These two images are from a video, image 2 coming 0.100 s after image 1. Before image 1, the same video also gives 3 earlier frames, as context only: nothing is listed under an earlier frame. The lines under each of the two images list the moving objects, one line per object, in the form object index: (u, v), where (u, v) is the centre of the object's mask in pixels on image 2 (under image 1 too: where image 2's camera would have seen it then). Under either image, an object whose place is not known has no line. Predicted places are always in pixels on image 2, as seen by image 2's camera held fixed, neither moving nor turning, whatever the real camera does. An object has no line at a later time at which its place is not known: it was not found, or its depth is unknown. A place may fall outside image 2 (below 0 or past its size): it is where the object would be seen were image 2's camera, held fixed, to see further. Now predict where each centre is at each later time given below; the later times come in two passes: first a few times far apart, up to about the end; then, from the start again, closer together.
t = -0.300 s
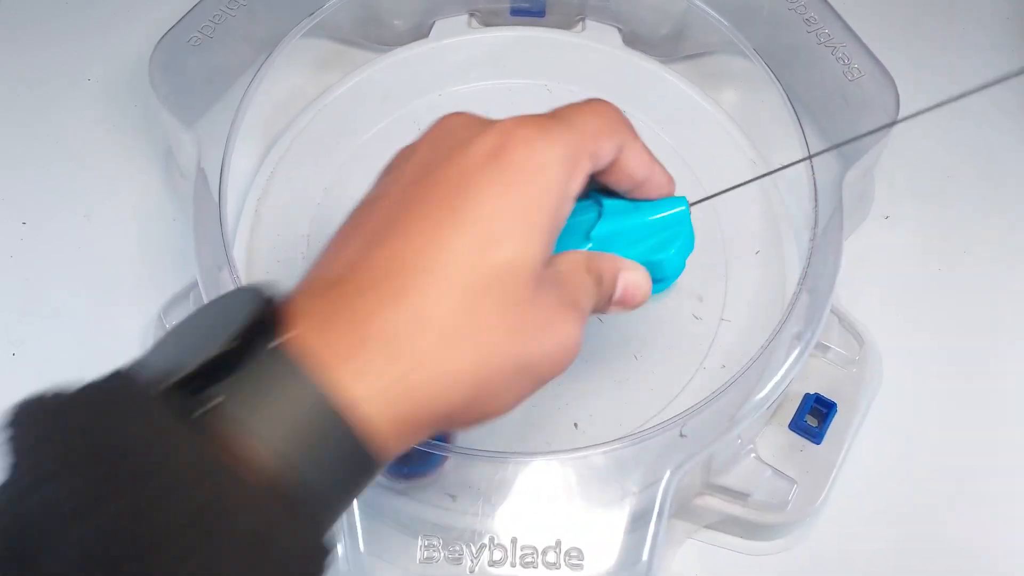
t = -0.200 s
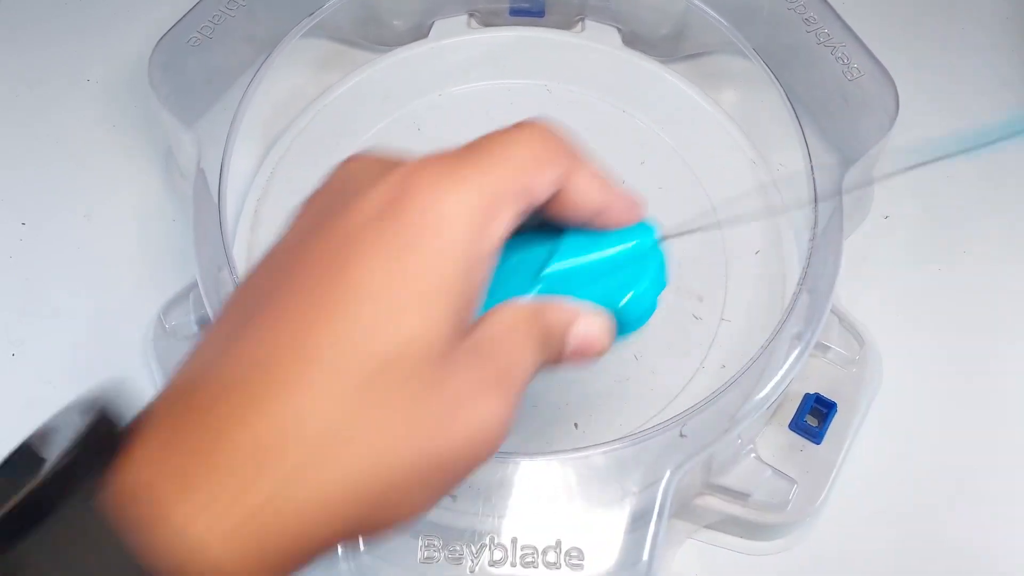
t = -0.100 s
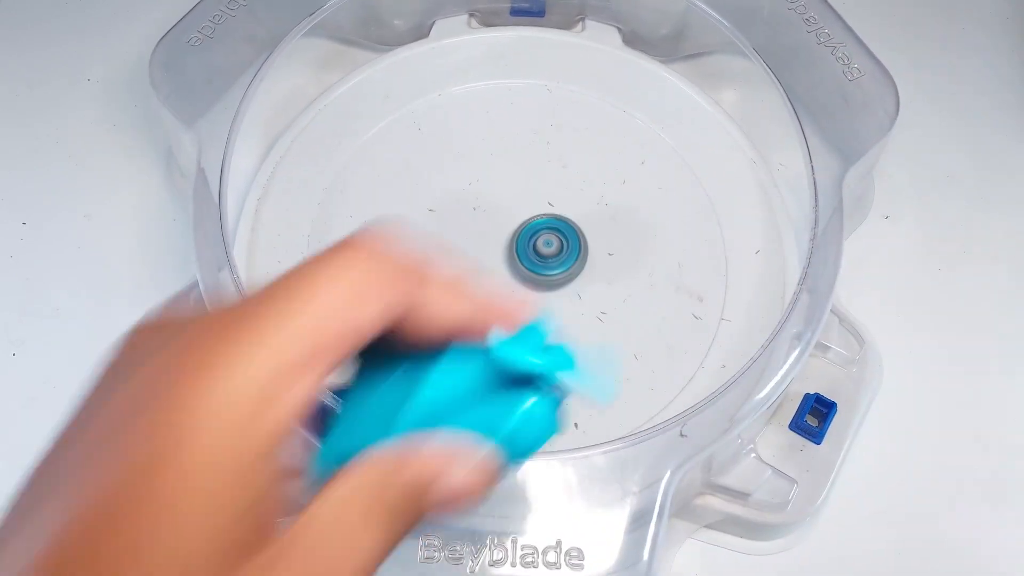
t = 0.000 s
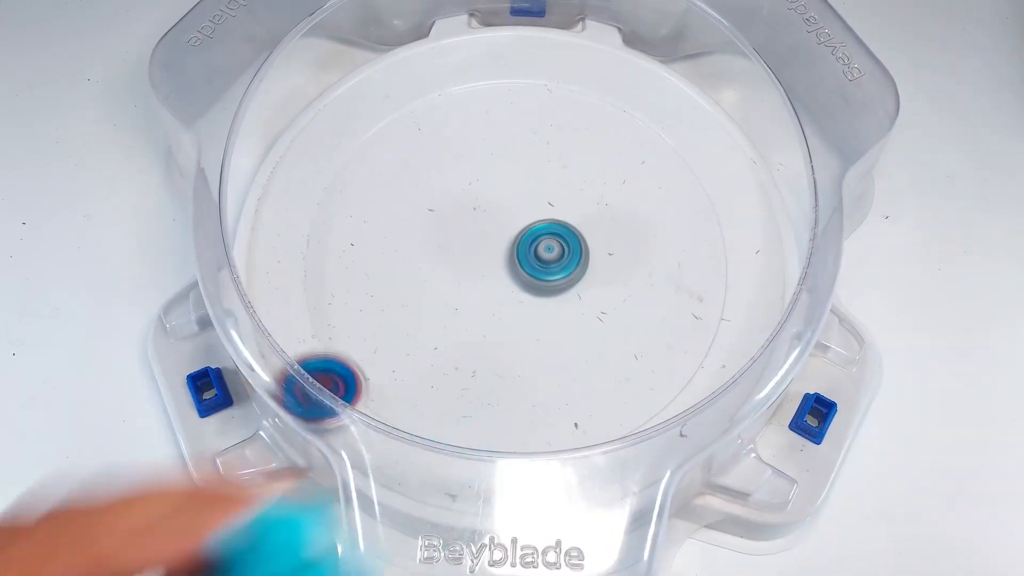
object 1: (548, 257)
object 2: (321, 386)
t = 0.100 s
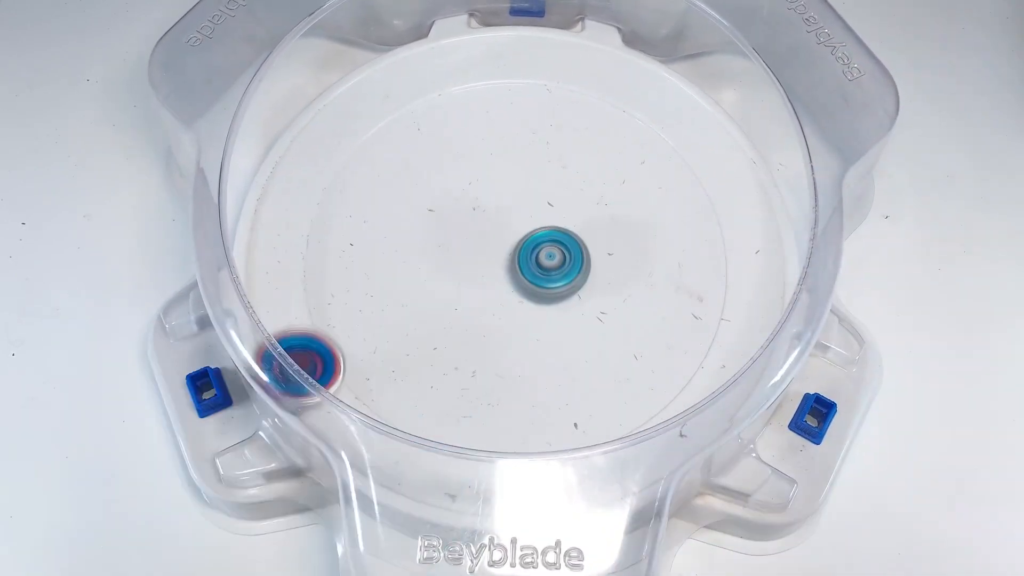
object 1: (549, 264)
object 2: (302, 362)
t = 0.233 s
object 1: (548, 273)
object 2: (291, 316)
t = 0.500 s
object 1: (552, 286)
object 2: (270, 253)
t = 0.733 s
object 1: (542, 288)
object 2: (300, 222)
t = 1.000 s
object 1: (520, 294)
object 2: (464, 229)
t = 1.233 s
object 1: (507, 300)
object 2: (478, 80)
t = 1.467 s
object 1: (504, 295)
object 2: (430, 208)
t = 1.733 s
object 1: (606, 409)
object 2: (447, 94)
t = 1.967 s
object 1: (615, 320)
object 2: (424, 119)
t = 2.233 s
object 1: (571, 266)
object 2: (549, 162)
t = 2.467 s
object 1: (527, 257)
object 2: (563, 84)
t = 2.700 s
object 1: (479, 336)
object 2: (555, 158)
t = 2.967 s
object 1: (496, 357)
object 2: (594, 140)
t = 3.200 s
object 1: (522, 320)
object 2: (588, 221)
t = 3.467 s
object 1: (512, 282)
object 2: (686, 260)
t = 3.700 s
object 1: (494, 265)
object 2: (619, 225)
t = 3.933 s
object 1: (426, 248)
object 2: (583, 324)
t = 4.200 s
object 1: (434, 259)
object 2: (675, 359)
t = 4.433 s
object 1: (459, 258)
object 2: (543, 274)
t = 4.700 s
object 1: (417, 228)
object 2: (542, 361)
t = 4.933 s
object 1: (453, 243)
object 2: (562, 322)
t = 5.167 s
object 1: (462, 214)
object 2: (550, 324)
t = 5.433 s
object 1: (495, 225)
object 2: (550, 291)
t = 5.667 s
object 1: (511, 224)
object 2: (545, 326)
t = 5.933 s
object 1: (521, 200)
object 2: (550, 344)
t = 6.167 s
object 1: (517, 183)
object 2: (595, 341)
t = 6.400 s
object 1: (504, 198)
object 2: (510, 294)
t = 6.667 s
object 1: (497, 218)
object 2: (482, 378)
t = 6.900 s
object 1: (495, 242)
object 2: (532, 307)
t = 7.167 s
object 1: (485, 240)
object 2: (542, 295)
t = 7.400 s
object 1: (468, 238)
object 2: (551, 304)
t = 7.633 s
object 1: (457, 238)
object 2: (543, 299)
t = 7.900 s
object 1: (454, 239)
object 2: (535, 294)
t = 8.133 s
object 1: (457, 236)
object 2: (534, 294)
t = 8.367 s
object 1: (476, 236)
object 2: (534, 286)
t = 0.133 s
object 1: (550, 267)
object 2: (301, 353)
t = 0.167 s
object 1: (549, 269)
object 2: (296, 343)
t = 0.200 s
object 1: (549, 271)
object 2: (293, 329)
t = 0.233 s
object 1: (548, 273)
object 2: (291, 316)
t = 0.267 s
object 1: (548, 274)
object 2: (287, 306)
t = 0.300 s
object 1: (547, 275)
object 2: (283, 298)
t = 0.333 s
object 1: (548, 275)
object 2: (278, 292)
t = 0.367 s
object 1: (550, 276)
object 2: (273, 283)
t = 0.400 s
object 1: (552, 279)
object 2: (270, 274)
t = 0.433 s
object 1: (553, 281)
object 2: (270, 265)
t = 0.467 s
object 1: (553, 284)
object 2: (270, 259)
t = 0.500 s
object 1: (552, 286)
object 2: (270, 253)
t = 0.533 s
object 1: (551, 286)
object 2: (270, 248)
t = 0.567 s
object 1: (549, 286)
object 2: (271, 242)
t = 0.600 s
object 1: (548, 286)
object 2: (274, 235)
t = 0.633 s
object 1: (548, 285)
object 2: (281, 229)
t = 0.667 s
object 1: (547, 285)
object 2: (288, 226)
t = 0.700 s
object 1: (545, 286)
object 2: (294, 224)
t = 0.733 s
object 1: (542, 288)
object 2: (300, 222)
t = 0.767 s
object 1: (538, 288)
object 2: (310, 220)
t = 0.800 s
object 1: (536, 288)
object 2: (323, 227)
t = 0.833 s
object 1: (533, 289)
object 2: (338, 237)
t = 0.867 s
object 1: (531, 290)
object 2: (358, 247)
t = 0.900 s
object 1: (528, 291)
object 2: (383, 252)
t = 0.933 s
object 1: (525, 292)
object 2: (411, 250)
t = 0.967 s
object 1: (522, 293)
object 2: (438, 243)
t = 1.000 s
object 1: (520, 294)
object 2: (464, 229)
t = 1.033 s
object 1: (517, 294)
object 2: (485, 210)
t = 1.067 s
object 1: (514, 294)
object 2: (502, 186)
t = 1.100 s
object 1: (512, 295)
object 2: (512, 158)
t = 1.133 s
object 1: (510, 296)
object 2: (514, 132)
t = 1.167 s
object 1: (509, 297)
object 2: (510, 107)
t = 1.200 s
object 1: (508, 298)
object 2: (498, 83)
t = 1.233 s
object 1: (507, 300)
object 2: (478, 80)
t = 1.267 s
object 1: (507, 300)
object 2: (456, 104)
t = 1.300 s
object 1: (507, 299)
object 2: (435, 118)
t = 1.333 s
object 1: (506, 299)
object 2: (418, 134)
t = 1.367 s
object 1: (505, 298)
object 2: (406, 150)
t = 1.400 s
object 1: (504, 297)
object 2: (403, 167)
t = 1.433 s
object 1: (504, 296)
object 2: (412, 187)
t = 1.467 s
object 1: (504, 295)
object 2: (430, 208)
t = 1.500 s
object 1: (504, 295)
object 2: (454, 222)
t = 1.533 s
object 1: (518, 329)
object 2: (469, 192)
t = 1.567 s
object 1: (543, 377)
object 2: (473, 141)
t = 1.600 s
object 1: (563, 412)
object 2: (473, 97)
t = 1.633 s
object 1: (578, 421)
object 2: (467, 74)
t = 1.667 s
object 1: (589, 418)
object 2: (460, 75)
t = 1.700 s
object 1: (598, 415)
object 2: (454, 86)
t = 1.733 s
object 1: (606, 409)
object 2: (447, 94)
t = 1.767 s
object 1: (613, 398)
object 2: (439, 101)
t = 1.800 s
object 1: (618, 384)
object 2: (432, 105)
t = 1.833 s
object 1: (620, 369)
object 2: (427, 107)
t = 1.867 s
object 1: (622, 355)
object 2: (422, 108)
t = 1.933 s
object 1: (618, 331)
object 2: (422, 112)
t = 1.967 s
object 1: (615, 320)
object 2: (424, 119)
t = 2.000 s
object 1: (611, 311)
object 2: (429, 128)
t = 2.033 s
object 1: (607, 302)
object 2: (439, 141)
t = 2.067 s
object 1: (602, 294)
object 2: (453, 153)
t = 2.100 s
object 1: (596, 288)
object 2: (470, 162)
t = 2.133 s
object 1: (590, 281)
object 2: (489, 168)
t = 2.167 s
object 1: (583, 275)
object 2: (510, 170)
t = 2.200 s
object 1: (577, 270)
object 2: (530, 168)
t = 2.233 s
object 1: (571, 266)
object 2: (549, 162)
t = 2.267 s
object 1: (565, 262)
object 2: (566, 152)
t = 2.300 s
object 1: (559, 259)
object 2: (580, 139)
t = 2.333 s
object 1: (554, 257)
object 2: (590, 124)
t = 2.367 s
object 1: (547, 257)
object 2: (595, 109)
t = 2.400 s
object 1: (540, 257)
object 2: (594, 94)
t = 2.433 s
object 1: (533, 257)
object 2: (581, 85)
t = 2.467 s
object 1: (527, 257)
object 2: (563, 84)
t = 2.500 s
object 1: (521, 257)
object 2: (546, 87)
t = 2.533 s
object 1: (516, 257)
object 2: (530, 97)
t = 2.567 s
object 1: (512, 257)
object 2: (517, 114)
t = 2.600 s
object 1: (509, 258)
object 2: (509, 136)
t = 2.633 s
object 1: (506, 258)
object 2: (510, 163)
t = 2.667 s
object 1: (499, 275)
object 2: (519, 179)
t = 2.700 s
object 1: (479, 336)
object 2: (555, 158)
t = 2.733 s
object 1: (473, 354)
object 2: (568, 153)
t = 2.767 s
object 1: (470, 363)
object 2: (579, 149)
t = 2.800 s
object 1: (469, 367)
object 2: (586, 144)
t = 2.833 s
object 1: (472, 367)
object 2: (593, 140)
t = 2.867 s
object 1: (477, 365)
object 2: (599, 137)
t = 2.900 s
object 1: (483, 363)
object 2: (600, 137)
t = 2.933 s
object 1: (490, 361)
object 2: (598, 138)
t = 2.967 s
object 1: (496, 357)
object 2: (594, 140)
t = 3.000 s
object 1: (501, 353)
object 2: (589, 145)
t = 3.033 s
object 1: (506, 349)
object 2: (585, 152)
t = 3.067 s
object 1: (511, 344)
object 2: (582, 162)
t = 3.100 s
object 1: (515, 339)
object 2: (580, 176)
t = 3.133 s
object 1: (519, 332)
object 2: (580, 191)
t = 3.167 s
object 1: (521, 326)
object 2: (582, 207)
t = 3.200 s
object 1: (522, 320)
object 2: (588, 221)
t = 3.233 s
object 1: (523, 314)
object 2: (596, 233)
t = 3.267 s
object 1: (523, 308)
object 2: (607, 245)
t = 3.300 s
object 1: (522, 303)
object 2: (619, 255)
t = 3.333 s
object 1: (521, 298)
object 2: (633, 264)
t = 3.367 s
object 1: (519, 294)
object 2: (648, 268)
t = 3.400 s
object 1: (516, 290)
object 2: (661, 267)
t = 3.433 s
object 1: (514, 286)
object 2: (674, 264)
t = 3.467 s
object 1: (512, 282)
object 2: (686, 260)
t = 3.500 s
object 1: (509, 279)
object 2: (692, 252)
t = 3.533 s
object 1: (507, 276)
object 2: (693, 243)
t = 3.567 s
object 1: (504, 274)
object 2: (687, 233)
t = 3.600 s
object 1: (502, 271)
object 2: (674, 225)
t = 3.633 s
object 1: (499, 269)
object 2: (658, 220)
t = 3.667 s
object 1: (497, 267)
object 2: (638, 219)
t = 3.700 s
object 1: (494, 265)
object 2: (619, 225)
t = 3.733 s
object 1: (492, 263)
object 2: (599, 234)
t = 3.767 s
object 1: (491, 261)
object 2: (579, 247)
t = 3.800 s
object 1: (472, 257)
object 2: (576, 262)
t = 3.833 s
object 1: (451, 253)
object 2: (581, 276)
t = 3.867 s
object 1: (437, 250)
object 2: (582, 290)
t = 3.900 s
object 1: (430, 248)
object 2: (582, 306)
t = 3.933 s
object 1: (426, 248)
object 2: (583, 324)
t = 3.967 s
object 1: (424, 249)
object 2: (587, 343)
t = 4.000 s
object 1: (424, 250)
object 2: (594, 359)
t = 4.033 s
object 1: (424, 252)
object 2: (606, 373)
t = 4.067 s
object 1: (425, 253)
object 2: (621, 382)
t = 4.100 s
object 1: (426, 255)
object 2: (639, 384)
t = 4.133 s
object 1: (428, 256)
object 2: (656, 381)
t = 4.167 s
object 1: (431, 258)
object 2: (668, 373)
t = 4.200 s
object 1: (434, 259)
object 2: (675, 359)
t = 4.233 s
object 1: (437, 260)
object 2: (673, 343)
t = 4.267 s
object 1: (441, 261)
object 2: (664, 325)
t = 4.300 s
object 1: (445, 261)
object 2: (650, 308)
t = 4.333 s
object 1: (449, 261)
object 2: (628, 292)
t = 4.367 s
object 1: (453, 260)
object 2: (601, 281)
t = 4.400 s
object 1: (457, 259)
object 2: (570, 274)
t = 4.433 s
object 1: (459, 258)
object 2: (543, 274)
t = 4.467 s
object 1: (436, 244)
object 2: (548, 289)
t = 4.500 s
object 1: (421, 233)
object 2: (548, 303)
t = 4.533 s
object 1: (412, 226)
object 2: (544, 315)
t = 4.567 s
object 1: (409, 222)
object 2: (541, 327)
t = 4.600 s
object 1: (409, 222)
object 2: (538, 338)
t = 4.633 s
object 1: (411, 223)
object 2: (536, 349)
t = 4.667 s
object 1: (414, 226)
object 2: (538, 356)
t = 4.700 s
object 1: (417, 228)
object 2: (542, 361)
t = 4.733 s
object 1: (421, 231)
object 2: (549, 363)
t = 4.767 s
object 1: (425, 233)
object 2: (557, 362)
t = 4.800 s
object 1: (430, 236)
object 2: (564, 359)
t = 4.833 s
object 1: (436, 238)
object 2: (569, 353)
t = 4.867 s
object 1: (442, 240)
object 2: (571, 344)
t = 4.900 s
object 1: (447, 242)
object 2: (569, 333)
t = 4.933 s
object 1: (453, 243)
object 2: (562, 322)
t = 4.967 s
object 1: (458, 244)
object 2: (554, 310)
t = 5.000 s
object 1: (463, 245)
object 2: (541, 299)
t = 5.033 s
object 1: (466, 243)
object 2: (532, 294)
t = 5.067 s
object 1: (459, 231)
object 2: (539, 305)
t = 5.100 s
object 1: (457, 222)
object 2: (543, 314)
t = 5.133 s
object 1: (459, 217)
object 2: (546, 321)
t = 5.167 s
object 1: (462, 214)
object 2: (550, 324)
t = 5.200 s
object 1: (466, 213)
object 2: (554, 326)
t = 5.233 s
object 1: (471, 214)
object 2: (559, 326)
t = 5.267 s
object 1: (476, 215)
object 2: (563, 322)
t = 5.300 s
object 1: (481, 216)
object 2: (566, 316)
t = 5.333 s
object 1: (485, 218)
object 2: (567, 309)
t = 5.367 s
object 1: (488, 221)
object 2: (563, 302)
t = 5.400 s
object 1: (492, 223)
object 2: (557, 296)
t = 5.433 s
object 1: (495, 225)
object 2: (550, 291)
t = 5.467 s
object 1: (499, 226)
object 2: (541, 287)
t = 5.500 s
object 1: (498, 223)
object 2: (539, 296)
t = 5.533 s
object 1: (500, 221)
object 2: (538, 304)
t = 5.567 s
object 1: (503, 221)
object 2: (538, 311)
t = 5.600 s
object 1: (505, 222)
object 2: (539, 317)
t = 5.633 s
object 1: (508, 222)
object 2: (542, 322)
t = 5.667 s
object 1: (511, 224)
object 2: (545, 326)
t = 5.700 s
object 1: (513, 226)
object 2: (549, 326)
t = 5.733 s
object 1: (516, 228)
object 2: (552, 324)
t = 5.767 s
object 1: (518, 230)
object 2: (554, 321)
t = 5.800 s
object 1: (520, 232)
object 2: (554, 317)
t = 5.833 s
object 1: (522, 234)
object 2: (552, 312)
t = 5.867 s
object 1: (524, 236)
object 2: (549, 307)
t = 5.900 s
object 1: (523, 223)
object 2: (548, 320)
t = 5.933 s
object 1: (521, 200)
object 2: (550, 344)
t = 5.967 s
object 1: (519, 183)
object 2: (551, 359)
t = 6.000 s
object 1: (519, 172)
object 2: (558, 366)
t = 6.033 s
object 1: (519, 168)
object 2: (568, 367)
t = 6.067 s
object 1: (520, 169)
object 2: (579, 366)
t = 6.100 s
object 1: (520, 173)
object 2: (589, 361)
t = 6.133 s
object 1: (519, 178)
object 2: (594, 352)
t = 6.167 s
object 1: (517, 183)
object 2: (595, 341)
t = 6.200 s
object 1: (516, 189)
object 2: (592, 327)
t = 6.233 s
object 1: (514, 194)
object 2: (584, 314)
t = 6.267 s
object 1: (512, 199)
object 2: (574, 303)
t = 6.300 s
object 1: (511, 204)
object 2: (562, 292)
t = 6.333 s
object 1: (510, 209)
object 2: (545, 280)
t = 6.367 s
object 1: (508, 206)
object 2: (528, 284)
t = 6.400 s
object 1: (504, 198)
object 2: (510, 294)
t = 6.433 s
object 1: (502, 195)
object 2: (493, 306)
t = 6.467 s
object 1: (501, 196)
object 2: (481, 316)
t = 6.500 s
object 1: (501, 198)
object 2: (471, 329)
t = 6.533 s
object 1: (500, 201)
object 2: (465, 340)
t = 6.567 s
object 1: (499, 205)
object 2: (462, 353)
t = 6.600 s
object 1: (498, 209)
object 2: (465, 364)
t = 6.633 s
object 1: (498, 213)
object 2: (472, 373)
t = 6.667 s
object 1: (497, 218)
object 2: (482, 378)
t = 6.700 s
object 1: (497, 221)
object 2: (493, 378)
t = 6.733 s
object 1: (496, 225)
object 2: (505, 372)
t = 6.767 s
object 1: (496, 229)
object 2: (516, 364)
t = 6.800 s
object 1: (496, 233)
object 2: (525, 352)
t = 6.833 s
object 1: (496, 237)
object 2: (530, 336)
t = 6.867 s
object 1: (496, 241)
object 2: (532, 319)
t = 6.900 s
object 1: (495, 242)
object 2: (532, 307)
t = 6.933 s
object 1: (490, 233)
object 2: (538, 313)
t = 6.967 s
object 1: (488, 228)
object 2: (543, 313)
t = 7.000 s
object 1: (487, 228)
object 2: (546, 312)
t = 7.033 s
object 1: (487, 229)
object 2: (547, 309)
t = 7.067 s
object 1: (486, 231)
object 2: (547, 305)
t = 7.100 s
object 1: (486, 235)
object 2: (546, 301)
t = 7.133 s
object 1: (486, 238)
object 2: (544, 297)
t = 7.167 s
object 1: (485, 240)
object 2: (542, 295)
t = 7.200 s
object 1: (478, 233)
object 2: (546, 303)
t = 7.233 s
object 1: (474, 230)
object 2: (549, 309)
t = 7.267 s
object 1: (472, 231)
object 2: (551, 311)
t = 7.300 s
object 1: (470, 232)
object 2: (552, 311)
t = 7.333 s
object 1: (469, 234)
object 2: (552, 310)
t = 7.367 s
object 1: (468, 236)
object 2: (552, 308)
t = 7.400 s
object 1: (468, 238)
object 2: (551, 304)
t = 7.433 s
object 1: (467, 241)
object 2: (549, 300)
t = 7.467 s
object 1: (468, 243)
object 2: (546, 296)
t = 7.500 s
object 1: (468, 245)
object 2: (541, 292)
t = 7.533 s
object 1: (468, 246)
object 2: (537, 290)
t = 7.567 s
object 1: (461, 241)
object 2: (541, 295)
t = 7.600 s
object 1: (458, 239)
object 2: (543, 298)
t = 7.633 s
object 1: (457, 238)
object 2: (543, 299)
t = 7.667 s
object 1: (457, 239)
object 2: (543, 299)
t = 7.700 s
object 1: (457, 240)
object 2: (541, 298)
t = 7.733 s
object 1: (457, 242)
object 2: (539, 297)
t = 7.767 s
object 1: (458, 243)
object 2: (537, 294)
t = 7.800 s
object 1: (459, 244)
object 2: (534, 292)
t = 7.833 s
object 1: (460, 245)
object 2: (531, 289)
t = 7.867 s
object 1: (460, 246)
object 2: (529, 288)
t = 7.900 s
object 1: (454, 239)
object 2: (535, 294)
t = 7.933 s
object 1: (451, 236)
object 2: (536, 299)
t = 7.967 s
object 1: (451, 234)
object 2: (538, 302)
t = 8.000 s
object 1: (451, 234)
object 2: (539, 303)
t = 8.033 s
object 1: (453, 234)
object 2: (538, 302)
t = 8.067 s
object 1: (454, 235)
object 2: (538, 300)
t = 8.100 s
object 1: (455, 235)
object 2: (536, 297)
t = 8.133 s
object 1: (457, 236)
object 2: (534, 294)
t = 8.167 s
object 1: (459, 237)
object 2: (531, 289)
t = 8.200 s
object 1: (462, 238)
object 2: (527, 286)
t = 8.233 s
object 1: (463, 237)
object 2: (527, 285)
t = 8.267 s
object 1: (466, 235)
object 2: (531, 288)
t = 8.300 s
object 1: (469, 235)
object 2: (533, 288)
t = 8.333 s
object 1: (473, 235)
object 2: (534, 287)
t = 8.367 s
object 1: (476, 236)
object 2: (534, 286)
